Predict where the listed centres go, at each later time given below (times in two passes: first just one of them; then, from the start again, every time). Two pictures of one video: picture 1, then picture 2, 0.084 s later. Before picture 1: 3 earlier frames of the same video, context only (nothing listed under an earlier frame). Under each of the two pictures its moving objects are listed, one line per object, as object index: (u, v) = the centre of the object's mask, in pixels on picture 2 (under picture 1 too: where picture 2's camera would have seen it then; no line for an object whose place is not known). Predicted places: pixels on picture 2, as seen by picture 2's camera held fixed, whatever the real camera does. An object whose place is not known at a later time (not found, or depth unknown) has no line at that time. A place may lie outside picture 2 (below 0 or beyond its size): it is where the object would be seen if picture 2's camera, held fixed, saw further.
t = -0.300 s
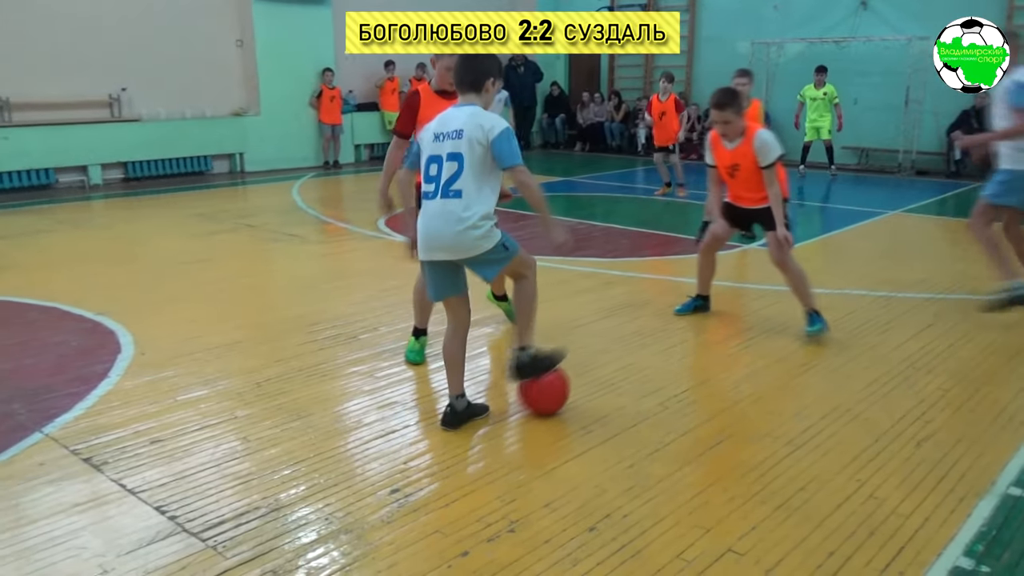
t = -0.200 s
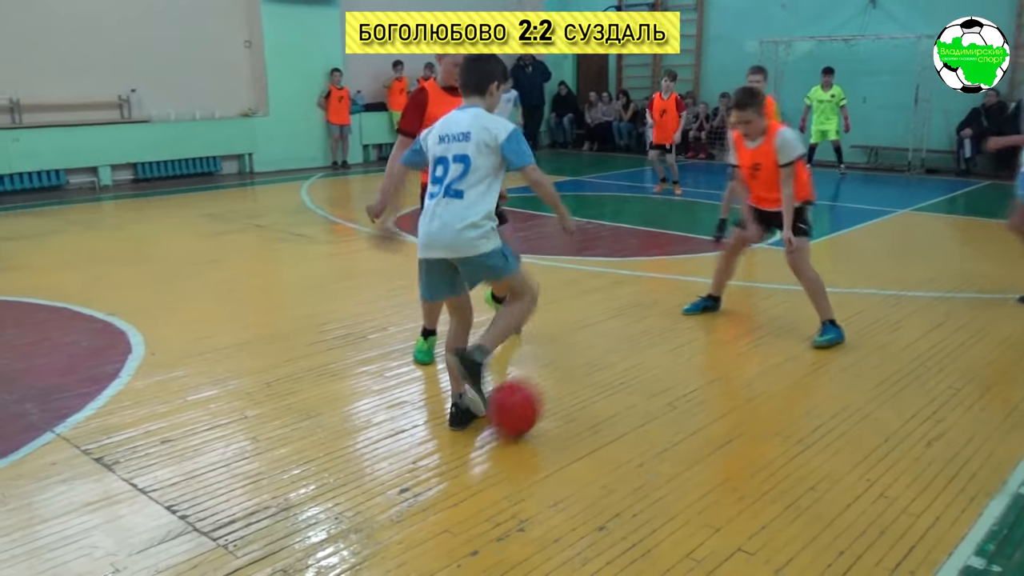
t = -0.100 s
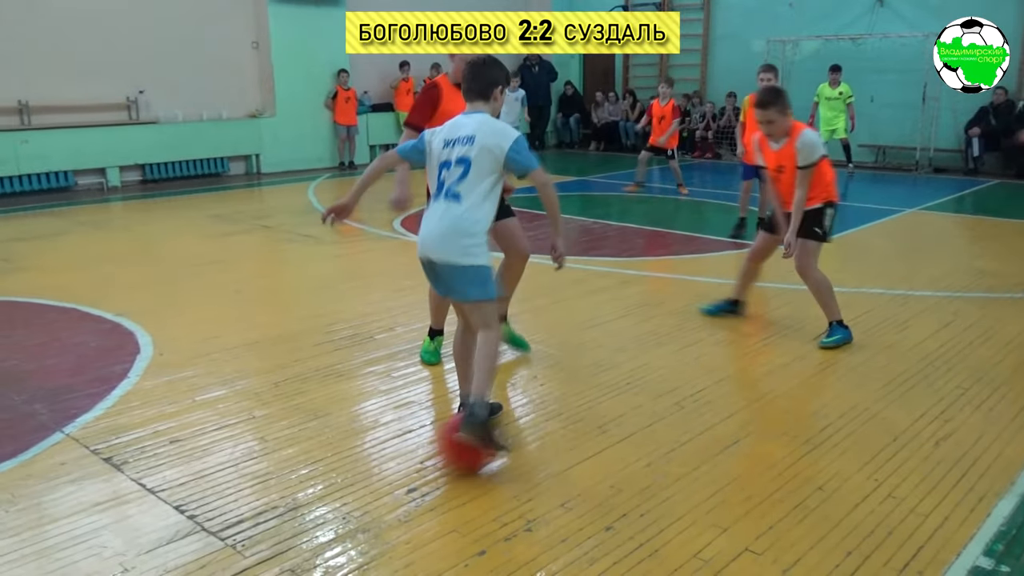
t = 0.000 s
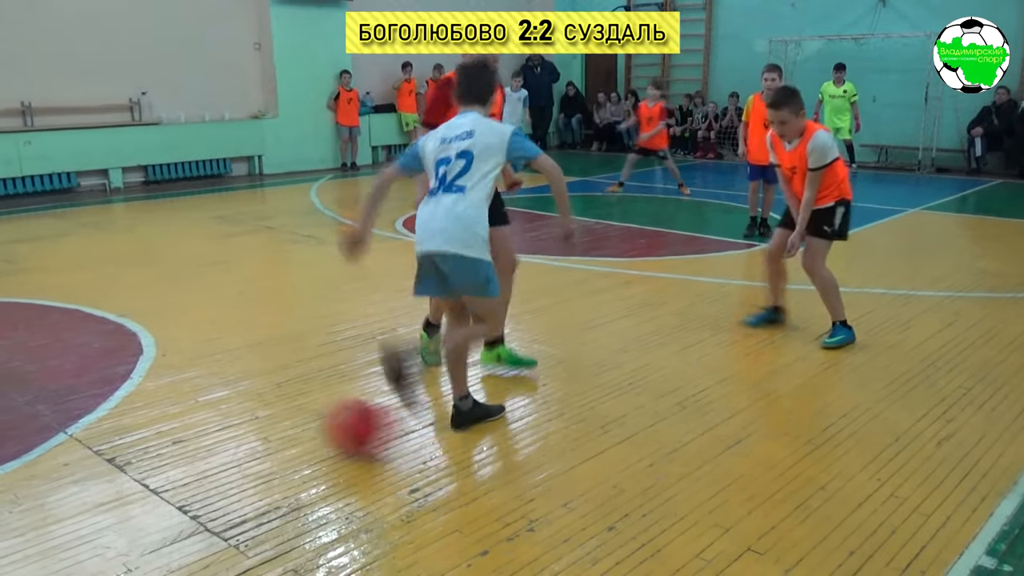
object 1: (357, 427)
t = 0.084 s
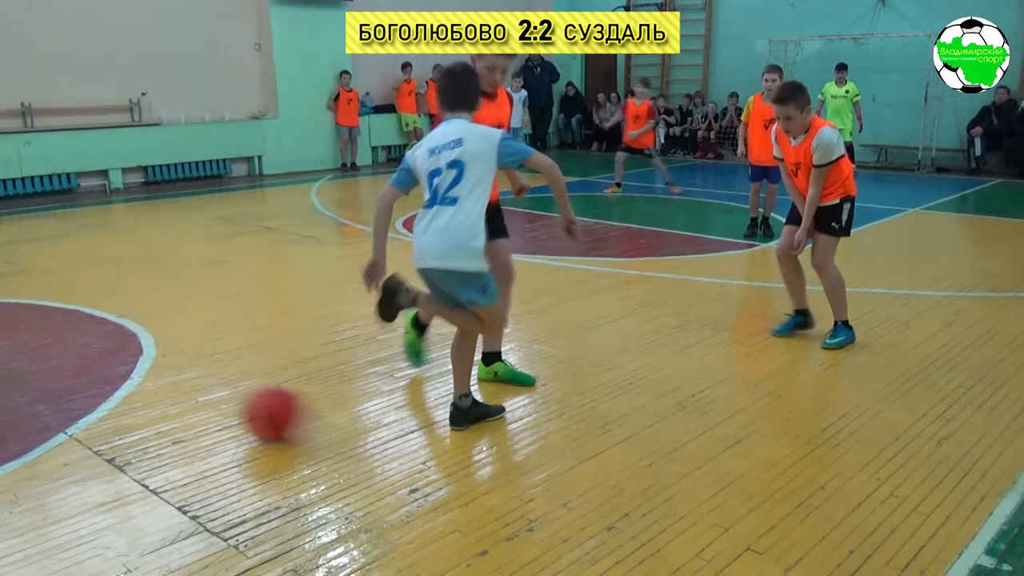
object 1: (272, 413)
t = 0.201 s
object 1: (175, 395)
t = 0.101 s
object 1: (260, 411)
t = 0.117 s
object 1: (247, 407)
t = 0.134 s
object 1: (233, 404)
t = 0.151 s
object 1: (217, 401)
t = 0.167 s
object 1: (201, 399)
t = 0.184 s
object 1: (185, 398)
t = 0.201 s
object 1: (175, 395)
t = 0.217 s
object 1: (165, 393)
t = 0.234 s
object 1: (153, 391)
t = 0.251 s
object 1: (138, 390)
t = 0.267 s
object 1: (125, 389)
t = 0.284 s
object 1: (112, 386)
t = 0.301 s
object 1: (102, 384)
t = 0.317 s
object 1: (92, 382)
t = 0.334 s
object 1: (80, 381)
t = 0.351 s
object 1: (68, 379)
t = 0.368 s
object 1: (55, 378)
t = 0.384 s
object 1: (44, 376)
